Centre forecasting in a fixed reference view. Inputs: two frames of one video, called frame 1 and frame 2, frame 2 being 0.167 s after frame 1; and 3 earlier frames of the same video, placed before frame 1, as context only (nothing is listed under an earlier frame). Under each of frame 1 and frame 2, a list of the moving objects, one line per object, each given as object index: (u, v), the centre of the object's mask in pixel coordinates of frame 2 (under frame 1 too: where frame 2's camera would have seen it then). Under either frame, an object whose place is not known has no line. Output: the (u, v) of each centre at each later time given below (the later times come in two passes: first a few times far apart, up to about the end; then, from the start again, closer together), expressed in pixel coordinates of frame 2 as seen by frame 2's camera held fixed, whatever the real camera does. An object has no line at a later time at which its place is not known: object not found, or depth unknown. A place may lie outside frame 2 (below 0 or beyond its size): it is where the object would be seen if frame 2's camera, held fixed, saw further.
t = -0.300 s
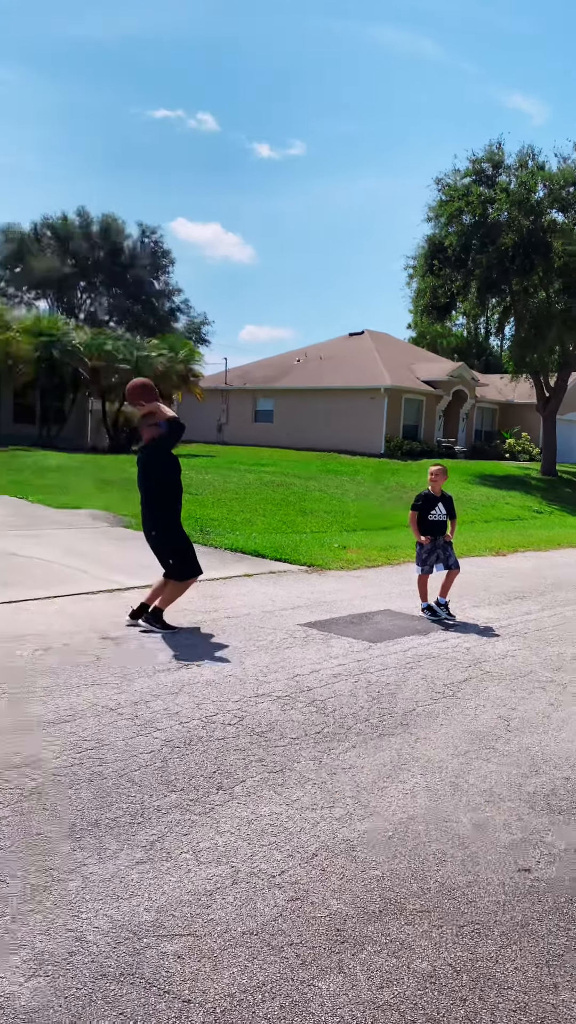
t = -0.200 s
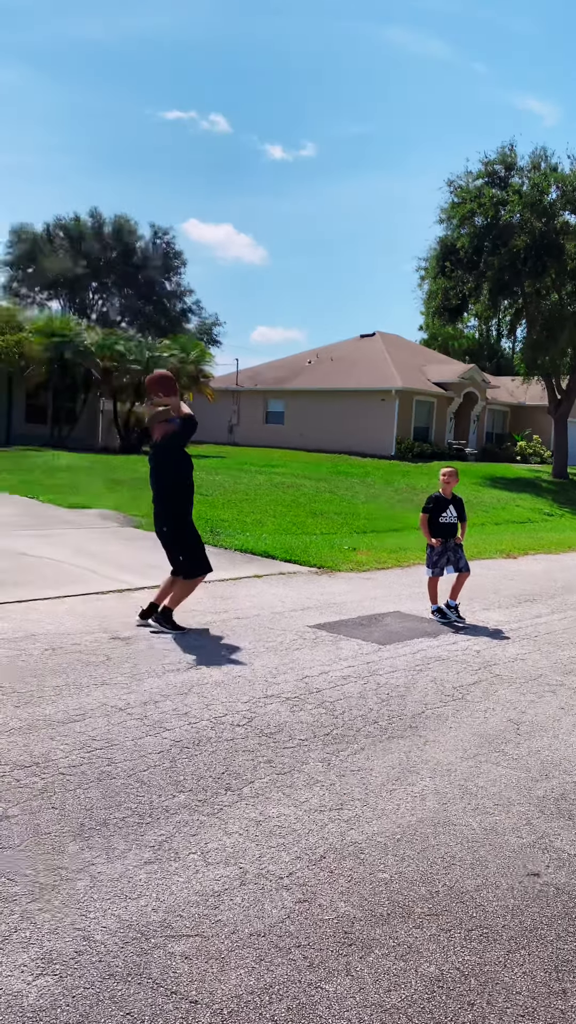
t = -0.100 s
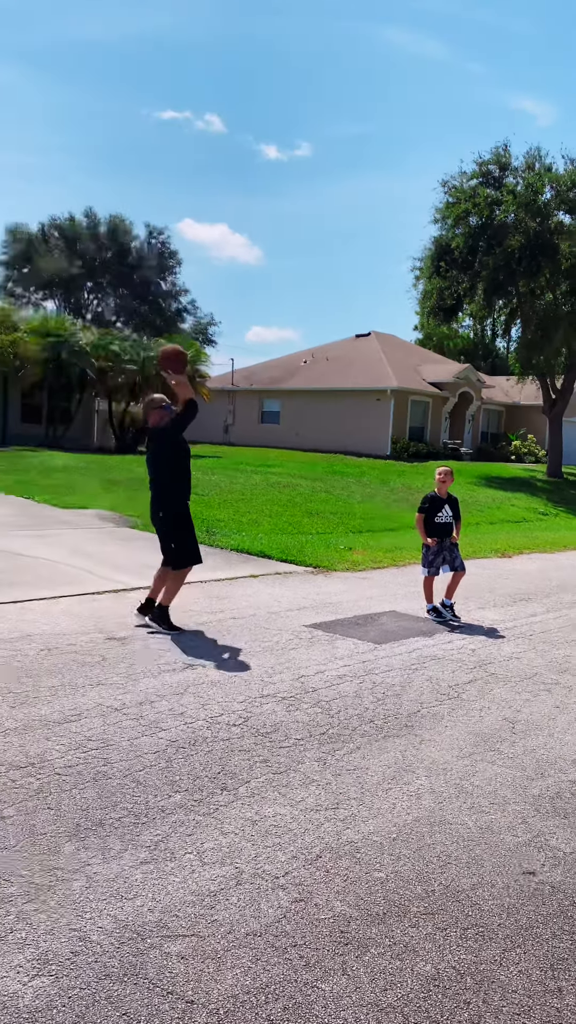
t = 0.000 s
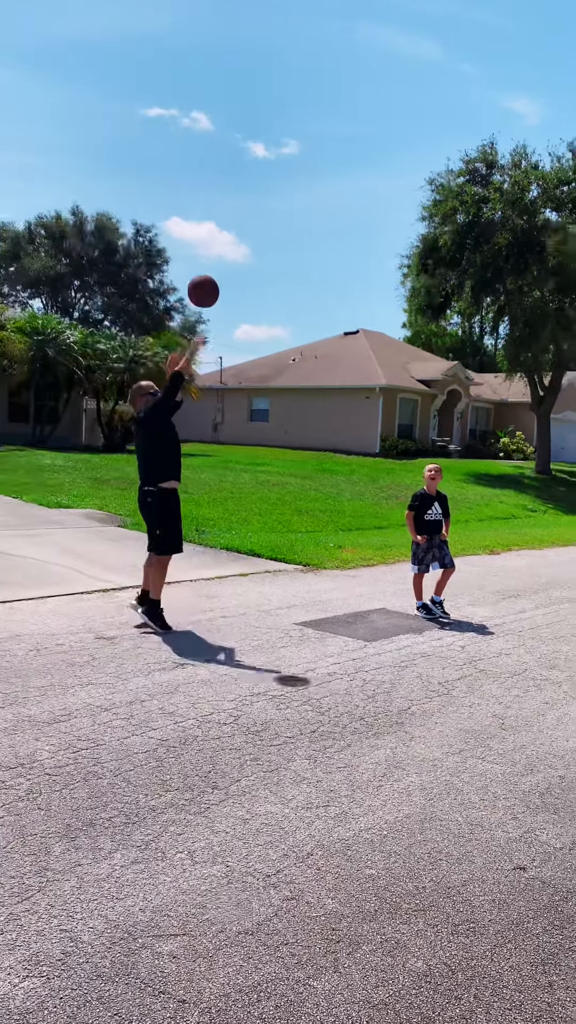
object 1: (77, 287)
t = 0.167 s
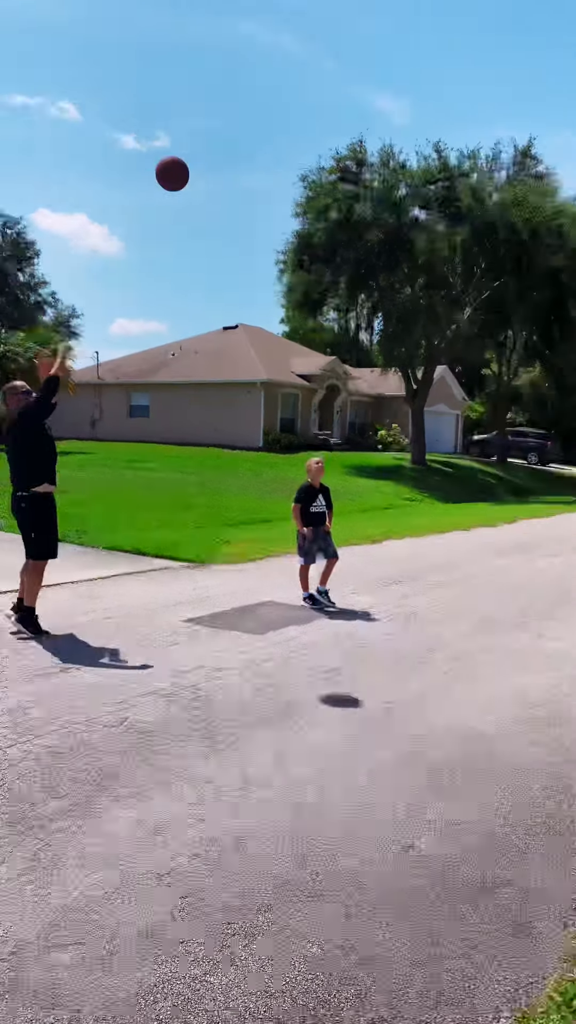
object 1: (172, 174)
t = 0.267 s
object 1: (230, 123)
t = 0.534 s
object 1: (388, 64)
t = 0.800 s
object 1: (543, 112)
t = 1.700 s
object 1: (571, 497)
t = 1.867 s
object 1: (537, 632)
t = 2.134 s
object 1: (513, 478)
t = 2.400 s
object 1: (486, 416)
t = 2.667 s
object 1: (455, 447)
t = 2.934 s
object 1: (421, 566)
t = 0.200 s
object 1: (192, 156)
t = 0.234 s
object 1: (211, 138)
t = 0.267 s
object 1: (230, 123)
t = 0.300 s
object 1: (250, 110)
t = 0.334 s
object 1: (270, 98)
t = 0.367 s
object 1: (290, 89)
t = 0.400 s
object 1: (309, 80)
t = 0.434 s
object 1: (329, 74)
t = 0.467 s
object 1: (348, 69)
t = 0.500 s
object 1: (368, 66)
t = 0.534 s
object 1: (388, 64)
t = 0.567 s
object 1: (407, 65)
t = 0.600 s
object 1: (427, 66)
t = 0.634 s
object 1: (446, 70)
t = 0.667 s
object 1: (466, 75)
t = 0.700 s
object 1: (485, 82)
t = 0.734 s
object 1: (504, 90)
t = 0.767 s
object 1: (524, 101)
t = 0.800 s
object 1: (543, 112)
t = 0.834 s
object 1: (562, 126)
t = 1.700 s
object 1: (571, 497)
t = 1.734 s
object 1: (564, 524)
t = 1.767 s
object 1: (557, 550)
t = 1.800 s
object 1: (550, 578)
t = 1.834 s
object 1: (544, 606)
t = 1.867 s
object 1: (537, 632)
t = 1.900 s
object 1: (535, 607)
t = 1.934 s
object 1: (532, 584)
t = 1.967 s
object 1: (529, 562)
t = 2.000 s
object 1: (526, 543)
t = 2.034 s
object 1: (523, 525)
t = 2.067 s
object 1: (520, 507)
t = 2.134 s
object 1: (513, 478)
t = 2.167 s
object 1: (510, 465)
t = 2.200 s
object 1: (507, 453)
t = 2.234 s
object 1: (505, 444)
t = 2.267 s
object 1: (501, 435)
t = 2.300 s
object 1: (496, 428)
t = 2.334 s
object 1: (493, 422)
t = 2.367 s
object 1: (490, 418)
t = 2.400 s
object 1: (486, 416)
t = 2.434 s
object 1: (483, 415)
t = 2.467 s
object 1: (480, 416)
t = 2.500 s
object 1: (476, 418)
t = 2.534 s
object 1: (472, 421)
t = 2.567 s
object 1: (467, 424)
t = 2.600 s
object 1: (462, 431)
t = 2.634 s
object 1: (459, 439)
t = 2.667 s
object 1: (455, 447)
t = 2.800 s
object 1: (437, 496)
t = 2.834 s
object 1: (434, 512)
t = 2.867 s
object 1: (430, 529)
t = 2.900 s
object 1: (426, 547)
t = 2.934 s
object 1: (421, 566)
